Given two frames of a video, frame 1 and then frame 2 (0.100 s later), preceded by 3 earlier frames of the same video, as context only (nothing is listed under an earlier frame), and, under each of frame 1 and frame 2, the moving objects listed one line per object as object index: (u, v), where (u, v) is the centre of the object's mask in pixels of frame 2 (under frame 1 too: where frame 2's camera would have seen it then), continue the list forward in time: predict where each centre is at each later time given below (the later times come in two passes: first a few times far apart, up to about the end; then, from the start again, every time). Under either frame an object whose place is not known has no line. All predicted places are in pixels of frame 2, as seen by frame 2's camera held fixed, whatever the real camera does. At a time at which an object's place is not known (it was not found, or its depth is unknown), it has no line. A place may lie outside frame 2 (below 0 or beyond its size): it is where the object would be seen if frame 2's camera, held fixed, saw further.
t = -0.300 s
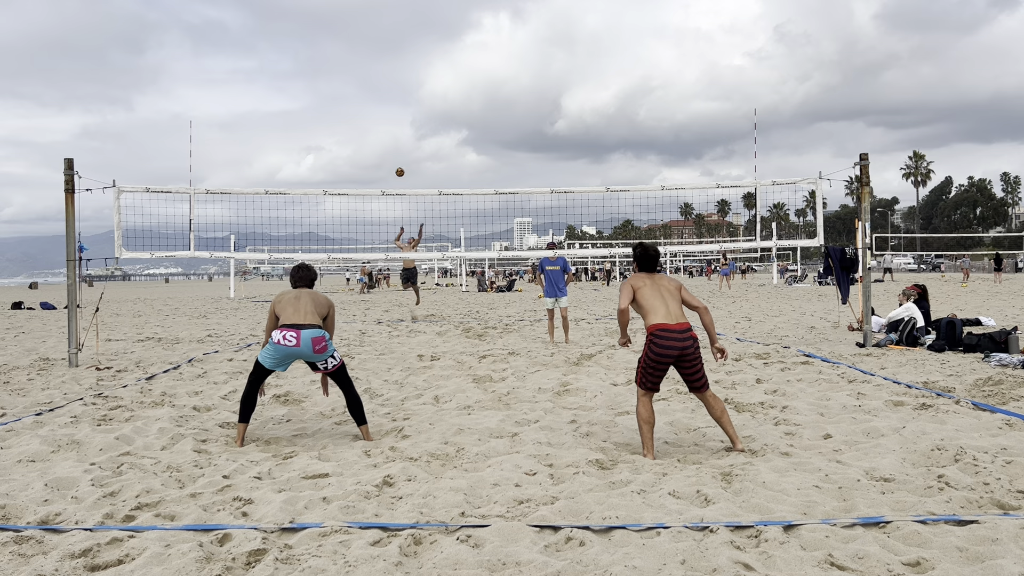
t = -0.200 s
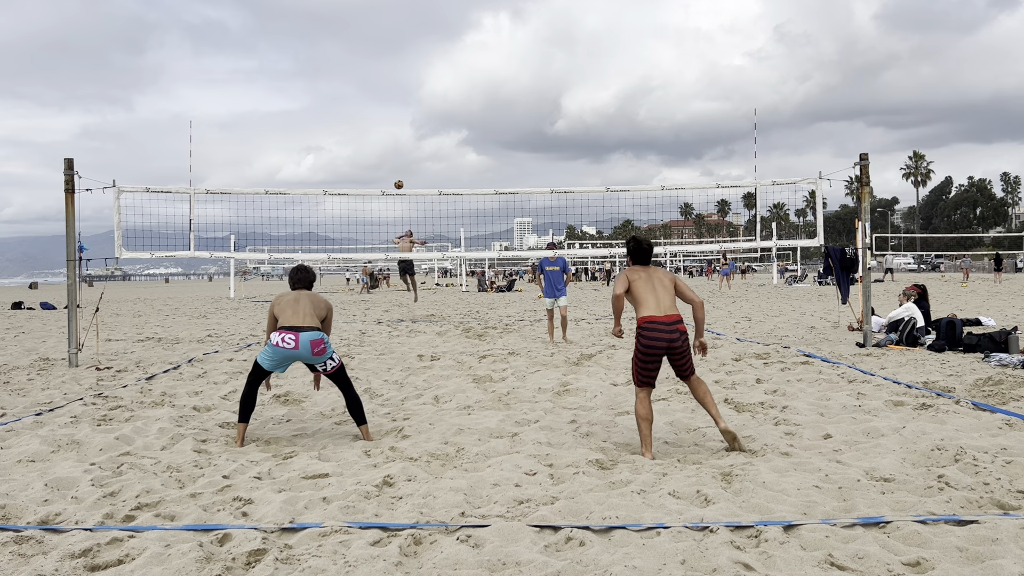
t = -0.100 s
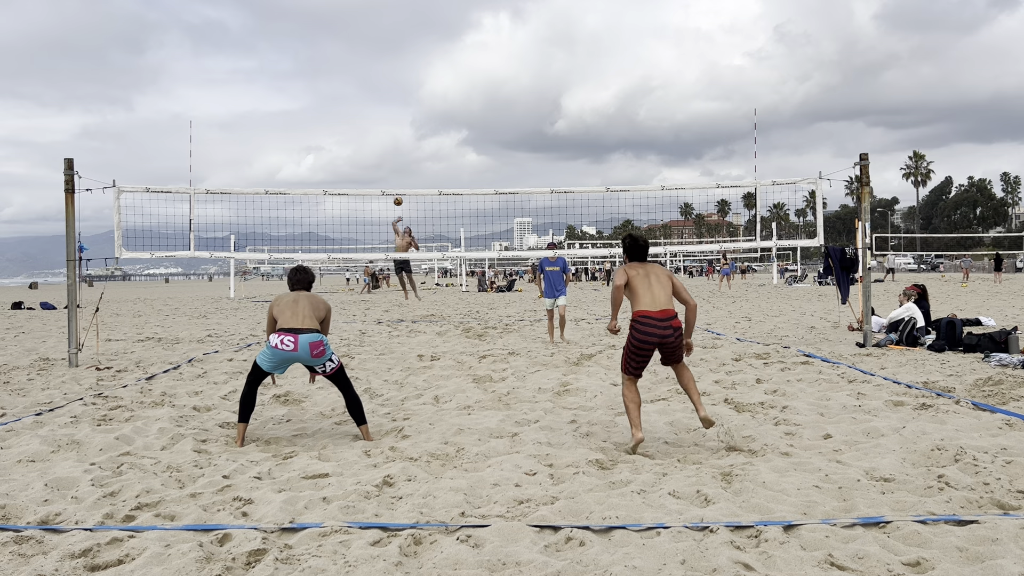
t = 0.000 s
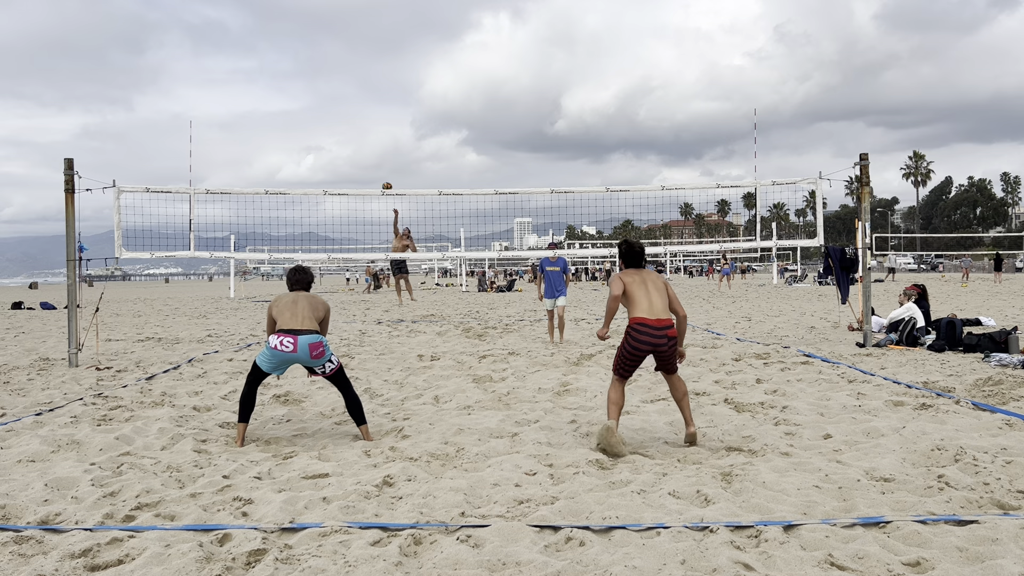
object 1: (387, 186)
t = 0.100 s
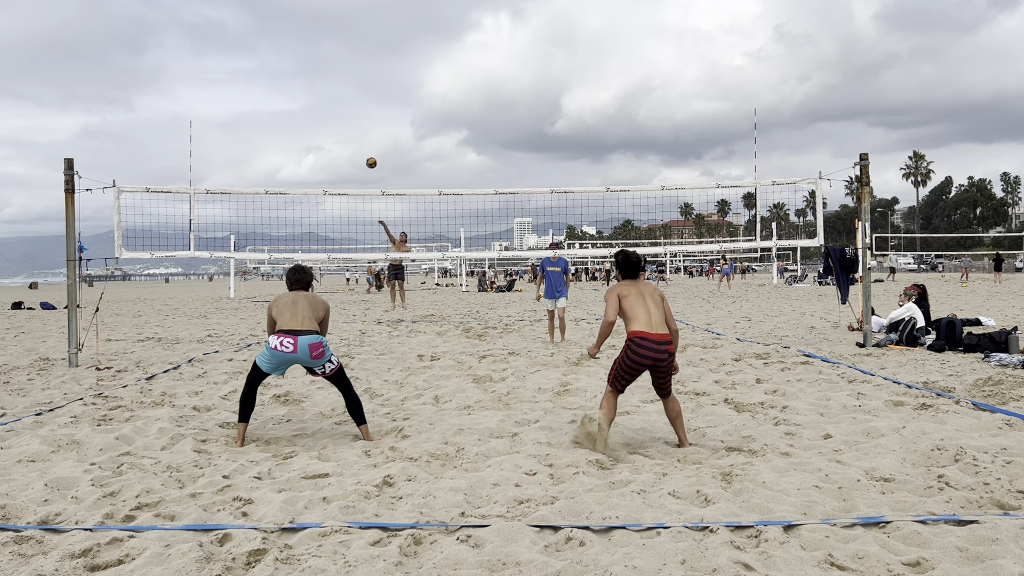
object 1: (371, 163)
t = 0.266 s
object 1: (340, 127)
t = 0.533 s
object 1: (262, 94)
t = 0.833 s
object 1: (44, 142)
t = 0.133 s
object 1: (366, 155)
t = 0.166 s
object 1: (360, 148)
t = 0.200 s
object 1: (353, 140)
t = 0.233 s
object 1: (347, 134)
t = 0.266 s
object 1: (340, 127)
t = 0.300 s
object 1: (332, 121)
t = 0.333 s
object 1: (324, 116)
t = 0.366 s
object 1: (316, 110)
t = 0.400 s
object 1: (307, 106)
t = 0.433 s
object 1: (297, 102)
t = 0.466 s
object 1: (287, 98)
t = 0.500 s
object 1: (275, 96)
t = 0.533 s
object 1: (262, 94)
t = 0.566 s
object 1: (248, 93)
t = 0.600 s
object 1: (233, 93)
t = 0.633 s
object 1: (215, 95)
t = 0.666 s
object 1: (196, 98)
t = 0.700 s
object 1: (173, 102)
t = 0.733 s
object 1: (148, 108)
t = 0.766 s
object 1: (118, 116)
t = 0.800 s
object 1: (84, 127)
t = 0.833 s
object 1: (44, 142)
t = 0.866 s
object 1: (8, 163)
